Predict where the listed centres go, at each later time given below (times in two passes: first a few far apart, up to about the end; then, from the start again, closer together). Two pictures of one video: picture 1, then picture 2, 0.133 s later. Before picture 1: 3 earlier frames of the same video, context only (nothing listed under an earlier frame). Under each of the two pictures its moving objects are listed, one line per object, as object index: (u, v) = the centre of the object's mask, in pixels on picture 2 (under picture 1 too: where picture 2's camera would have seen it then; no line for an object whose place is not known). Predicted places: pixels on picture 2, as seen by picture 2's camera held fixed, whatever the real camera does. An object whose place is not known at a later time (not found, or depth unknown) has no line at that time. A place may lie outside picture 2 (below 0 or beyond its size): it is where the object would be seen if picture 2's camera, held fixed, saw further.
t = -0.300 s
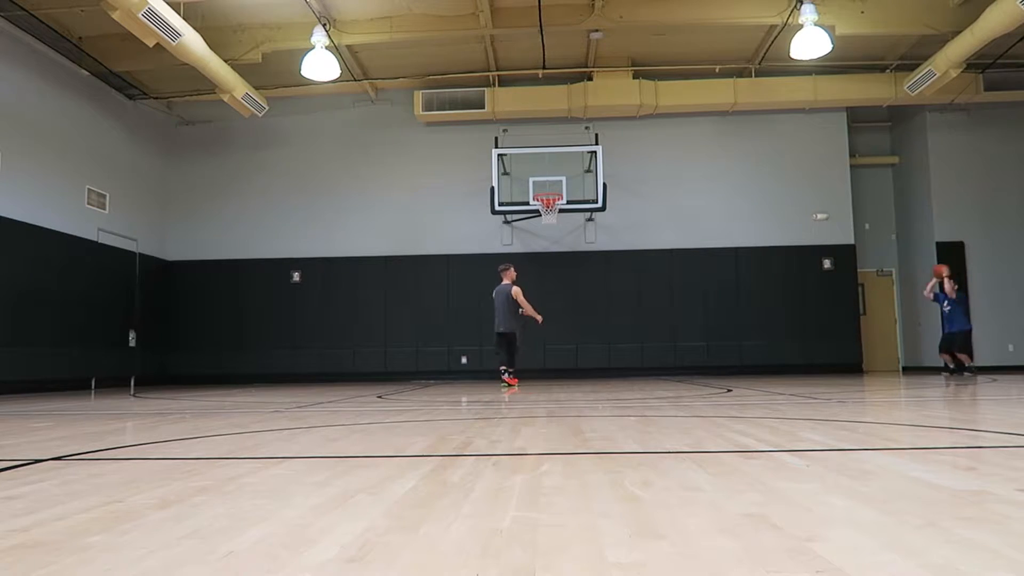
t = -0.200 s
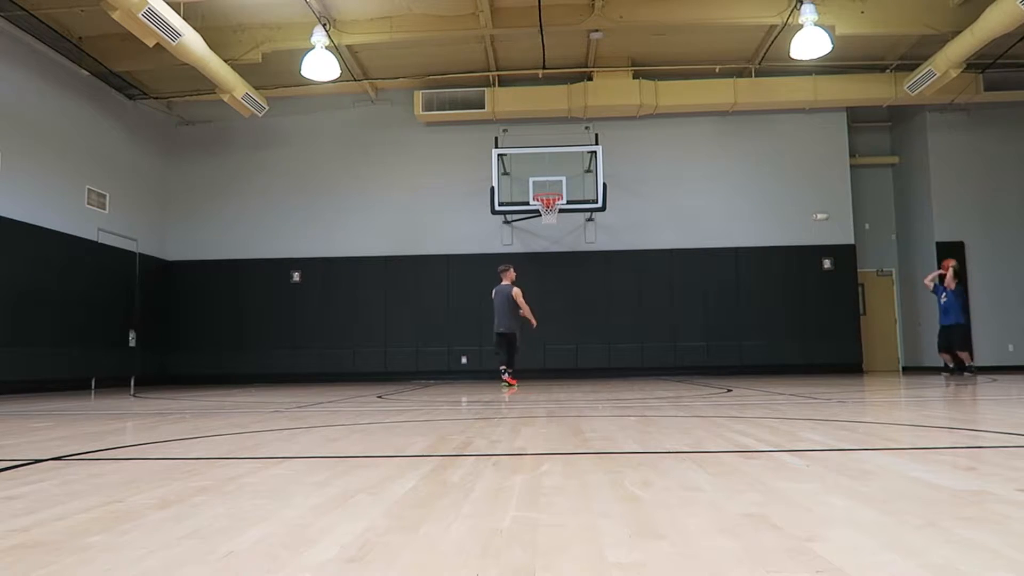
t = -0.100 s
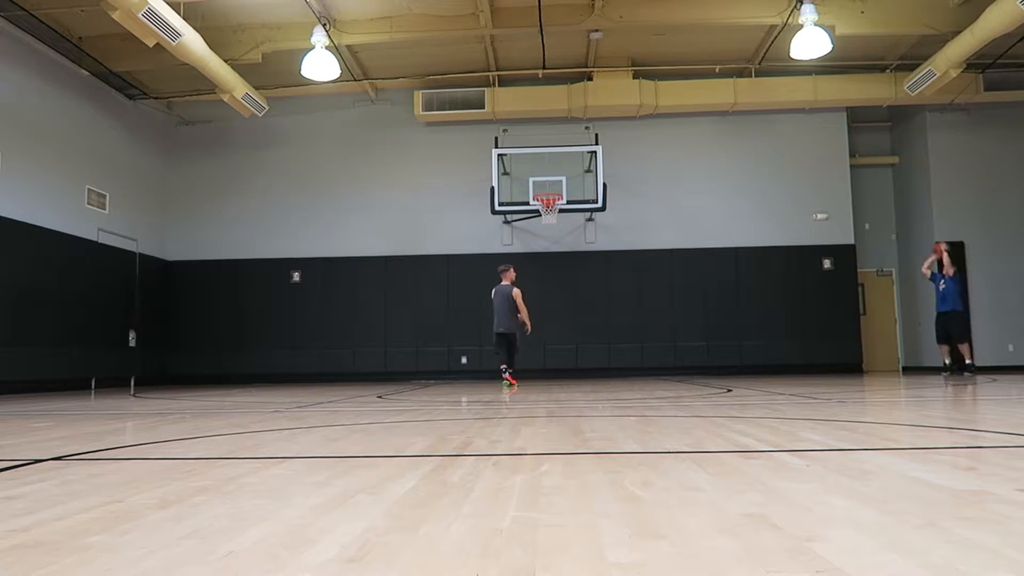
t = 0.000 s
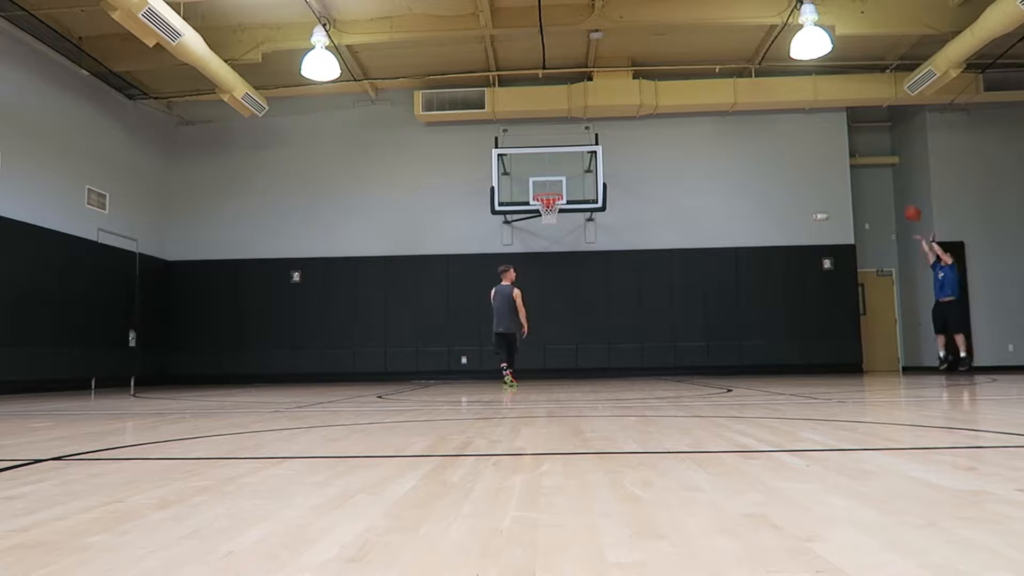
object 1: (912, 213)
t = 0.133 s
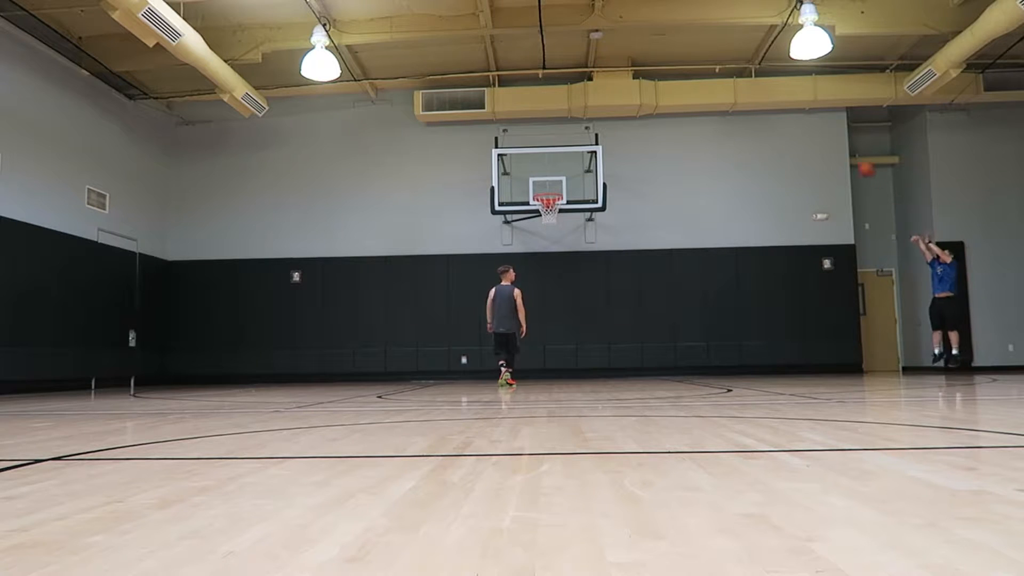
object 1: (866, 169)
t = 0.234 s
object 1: (833, 143)
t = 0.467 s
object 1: (759, 108)
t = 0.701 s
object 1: (688, 102)
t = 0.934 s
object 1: (620, 128)
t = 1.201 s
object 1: (544, 193)
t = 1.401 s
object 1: (544, 211)
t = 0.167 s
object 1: (855, 160)
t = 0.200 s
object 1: (844, 152)
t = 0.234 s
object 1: (833, 143)
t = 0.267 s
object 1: (822, 136)
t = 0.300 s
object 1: (811, 129)
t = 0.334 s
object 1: (800, 123)
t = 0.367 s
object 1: (790, 118)
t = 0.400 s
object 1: (779, 114)
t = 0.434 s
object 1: (769, 110)
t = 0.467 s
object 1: (759, 108)
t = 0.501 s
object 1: (748, 104)
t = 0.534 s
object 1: (738, 102)
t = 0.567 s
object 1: (728, 101)
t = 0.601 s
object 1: (718, 100)
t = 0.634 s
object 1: (708, 100)
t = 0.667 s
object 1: (698, 101)
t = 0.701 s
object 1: (688, 102)
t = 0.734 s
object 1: (678, 104)
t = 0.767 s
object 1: (669, 106)
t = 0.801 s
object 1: (659, 109)
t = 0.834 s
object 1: (649, 113)
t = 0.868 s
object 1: (639, 117)
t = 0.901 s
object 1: (630, 123)
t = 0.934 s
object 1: (620, 128)
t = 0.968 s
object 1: (610, 134)
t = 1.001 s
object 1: (601, 141)
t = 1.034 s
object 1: (591, 149)
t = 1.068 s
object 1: (581, 157)
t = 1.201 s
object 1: (544, 193)
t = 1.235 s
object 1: (543, 201)
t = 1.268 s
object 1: (538, 208)
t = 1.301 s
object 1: (538, 209)
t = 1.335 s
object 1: (540, 210)
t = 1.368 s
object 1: (541, 210)
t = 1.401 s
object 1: (544, 211)
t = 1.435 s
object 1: (545, 212)
